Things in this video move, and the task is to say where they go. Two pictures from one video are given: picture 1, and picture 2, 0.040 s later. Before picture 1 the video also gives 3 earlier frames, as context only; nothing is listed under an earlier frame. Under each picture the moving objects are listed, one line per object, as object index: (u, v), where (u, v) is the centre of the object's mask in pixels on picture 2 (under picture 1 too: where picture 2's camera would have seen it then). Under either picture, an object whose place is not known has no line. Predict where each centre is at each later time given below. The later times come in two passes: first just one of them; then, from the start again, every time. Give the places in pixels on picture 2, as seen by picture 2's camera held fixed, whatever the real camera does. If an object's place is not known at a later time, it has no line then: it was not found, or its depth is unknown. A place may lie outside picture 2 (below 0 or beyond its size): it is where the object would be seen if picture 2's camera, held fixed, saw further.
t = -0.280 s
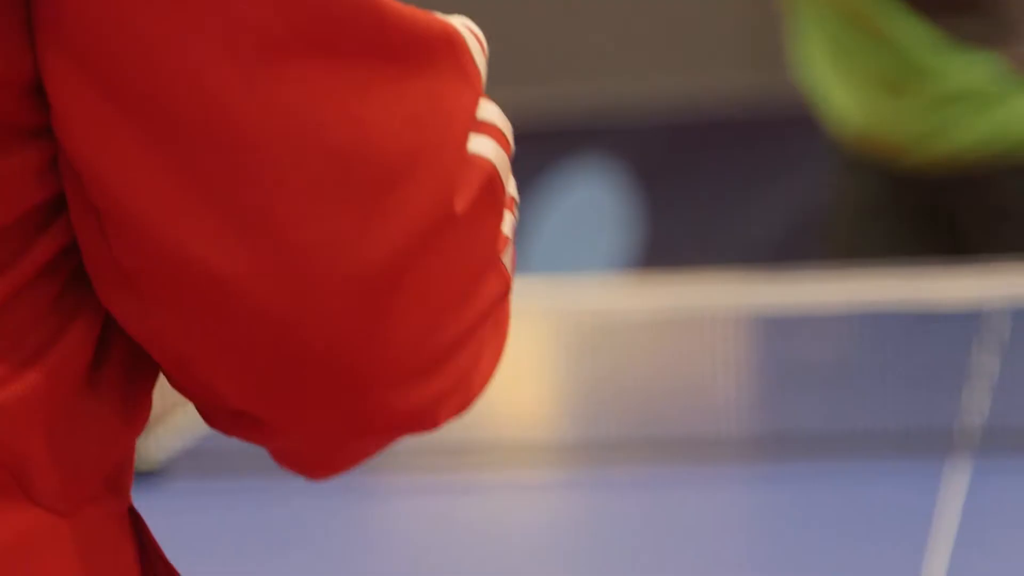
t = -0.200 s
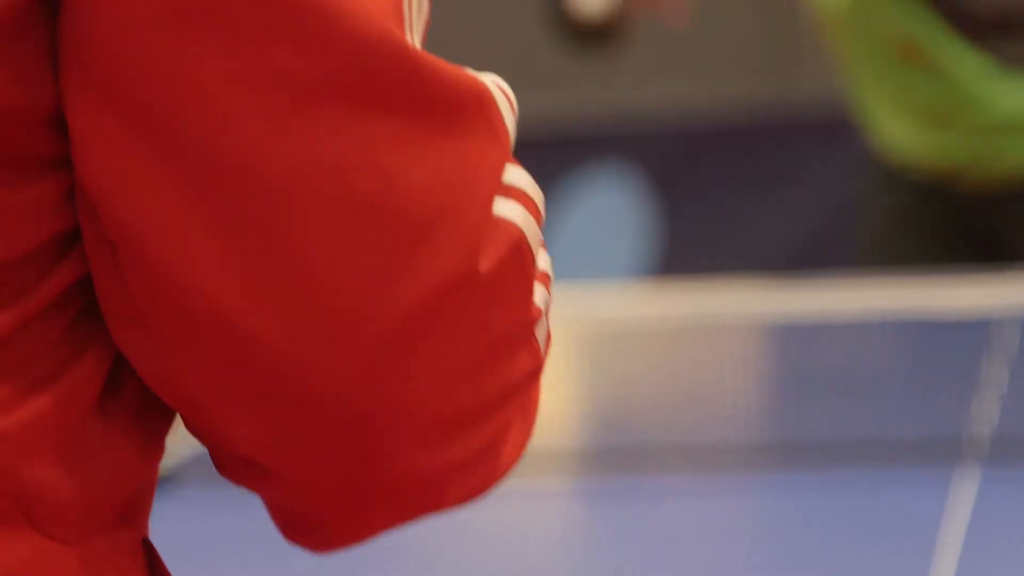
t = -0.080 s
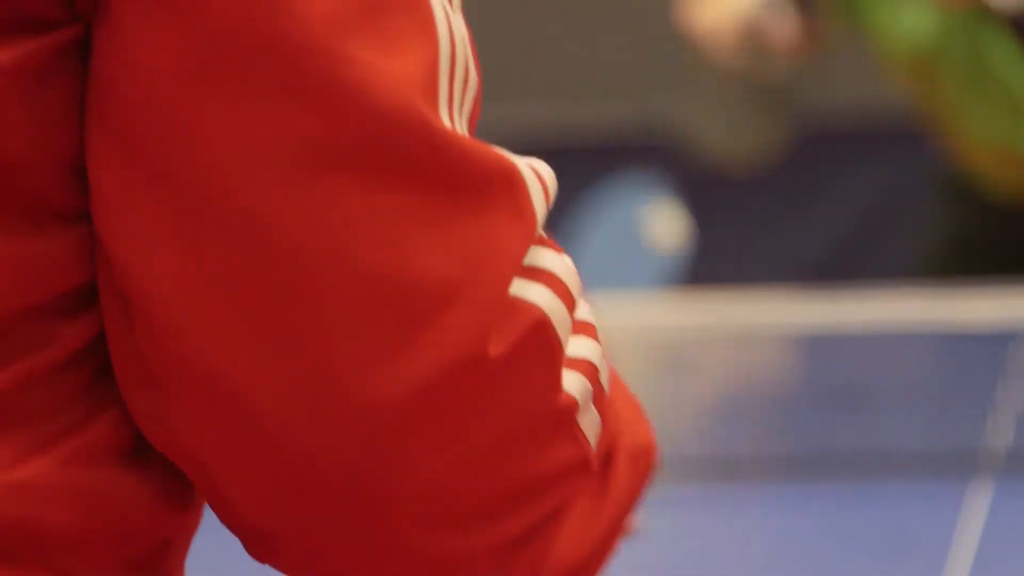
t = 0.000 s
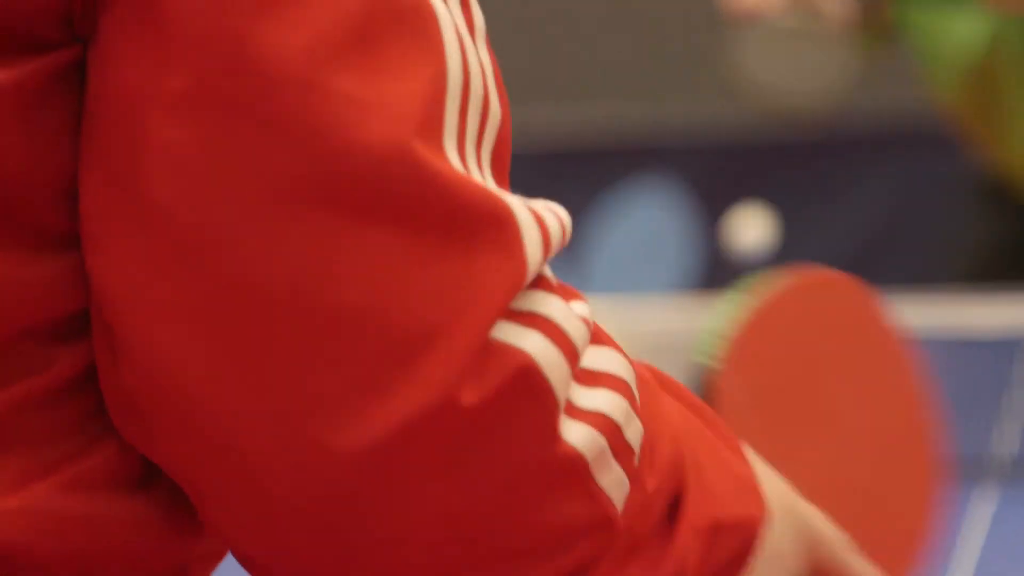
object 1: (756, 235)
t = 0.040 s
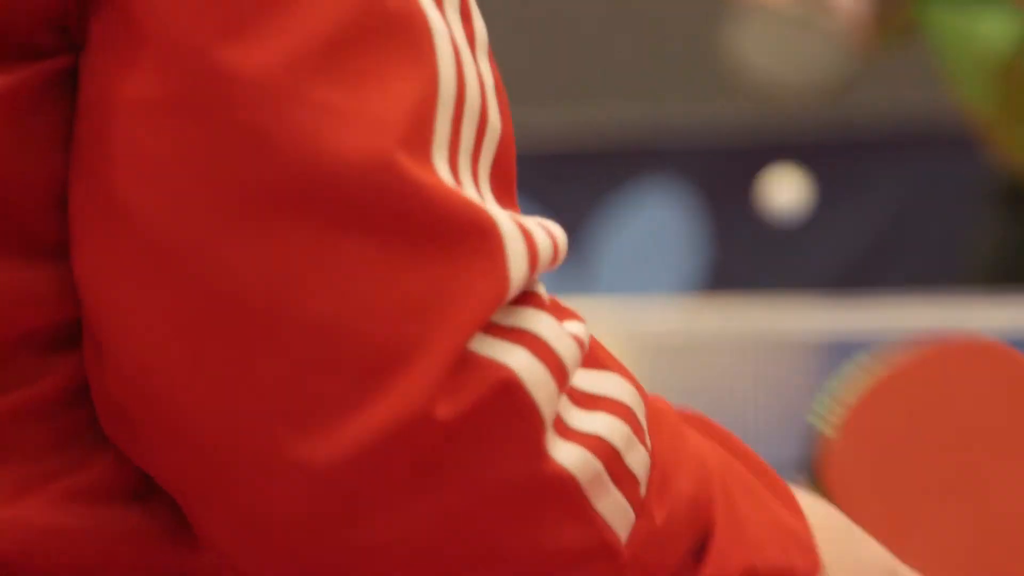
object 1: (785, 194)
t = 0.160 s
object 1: (873, 178)
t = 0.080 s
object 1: (818, 169)
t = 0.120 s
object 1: (844, 163)
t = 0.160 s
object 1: (873, 178)
